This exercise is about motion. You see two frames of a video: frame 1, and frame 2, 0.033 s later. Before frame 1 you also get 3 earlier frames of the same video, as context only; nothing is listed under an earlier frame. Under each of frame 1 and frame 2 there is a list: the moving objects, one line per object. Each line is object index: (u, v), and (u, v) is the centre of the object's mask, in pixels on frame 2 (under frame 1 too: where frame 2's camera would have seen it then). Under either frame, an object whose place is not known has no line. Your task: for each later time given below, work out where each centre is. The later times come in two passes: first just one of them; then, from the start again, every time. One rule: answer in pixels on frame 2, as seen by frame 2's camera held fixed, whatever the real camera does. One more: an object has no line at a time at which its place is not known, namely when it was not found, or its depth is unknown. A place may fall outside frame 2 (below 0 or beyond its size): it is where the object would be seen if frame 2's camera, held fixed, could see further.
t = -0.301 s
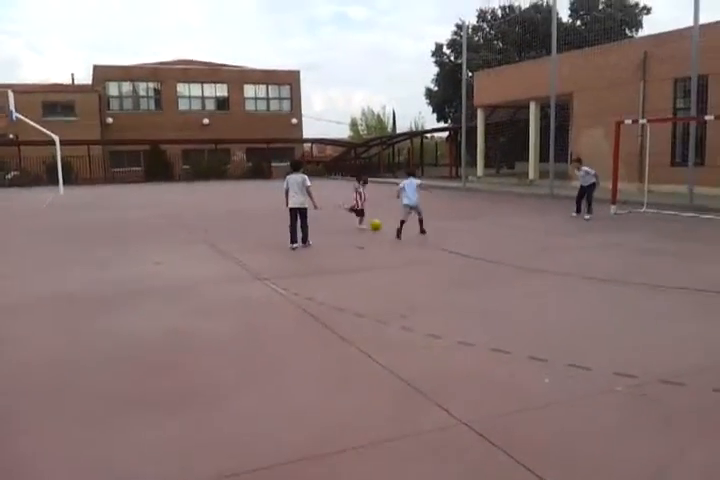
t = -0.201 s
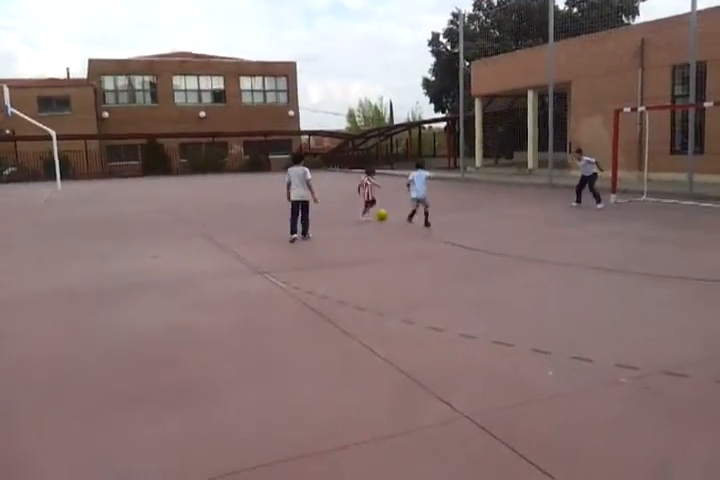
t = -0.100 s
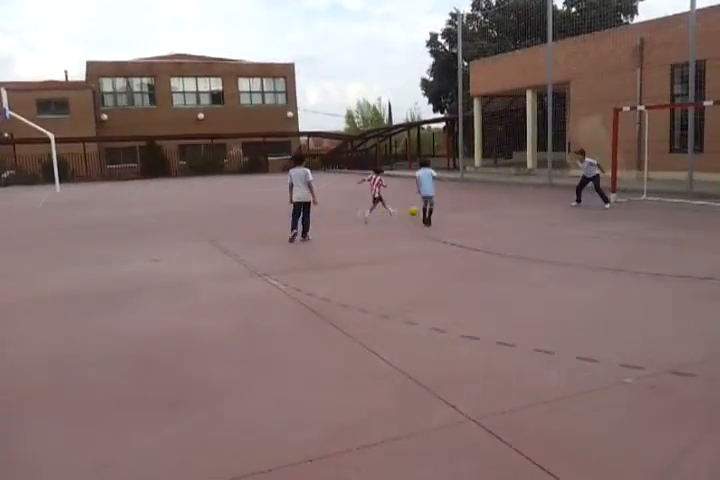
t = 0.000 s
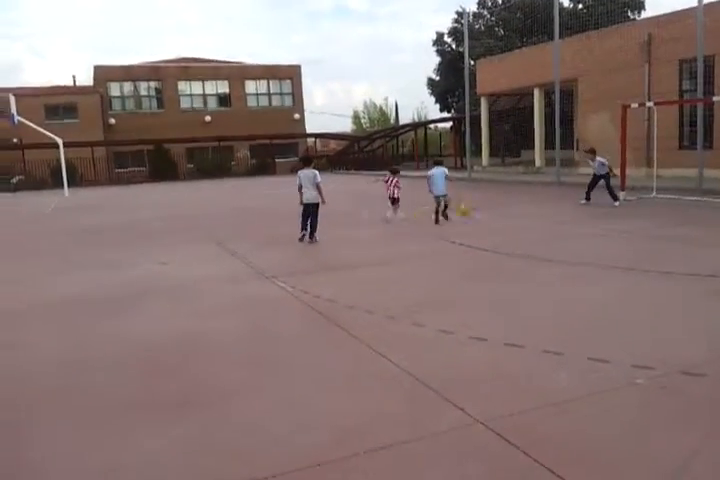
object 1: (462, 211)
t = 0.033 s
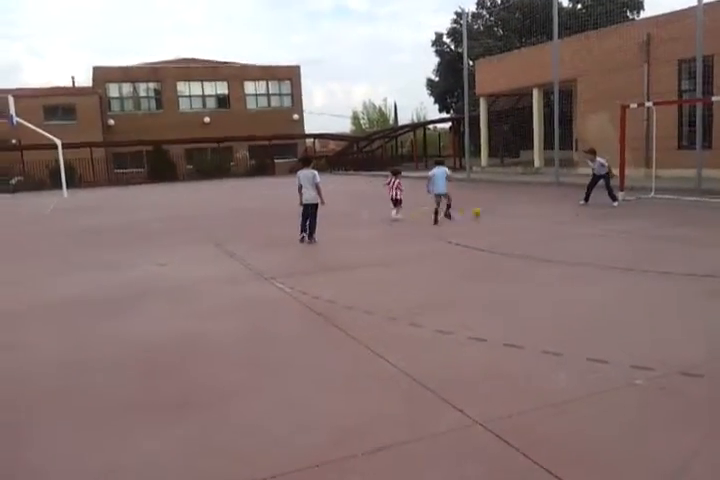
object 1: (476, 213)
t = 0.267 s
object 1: (571, 211)
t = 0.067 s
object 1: (493, 213)
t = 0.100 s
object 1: (506, 213)
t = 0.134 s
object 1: (519, 212)
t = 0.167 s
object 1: (531, 211)
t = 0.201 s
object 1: (544, 210)
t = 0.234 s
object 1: (557, 211)
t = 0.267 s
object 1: (571, 211)
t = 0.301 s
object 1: (581, 209)
